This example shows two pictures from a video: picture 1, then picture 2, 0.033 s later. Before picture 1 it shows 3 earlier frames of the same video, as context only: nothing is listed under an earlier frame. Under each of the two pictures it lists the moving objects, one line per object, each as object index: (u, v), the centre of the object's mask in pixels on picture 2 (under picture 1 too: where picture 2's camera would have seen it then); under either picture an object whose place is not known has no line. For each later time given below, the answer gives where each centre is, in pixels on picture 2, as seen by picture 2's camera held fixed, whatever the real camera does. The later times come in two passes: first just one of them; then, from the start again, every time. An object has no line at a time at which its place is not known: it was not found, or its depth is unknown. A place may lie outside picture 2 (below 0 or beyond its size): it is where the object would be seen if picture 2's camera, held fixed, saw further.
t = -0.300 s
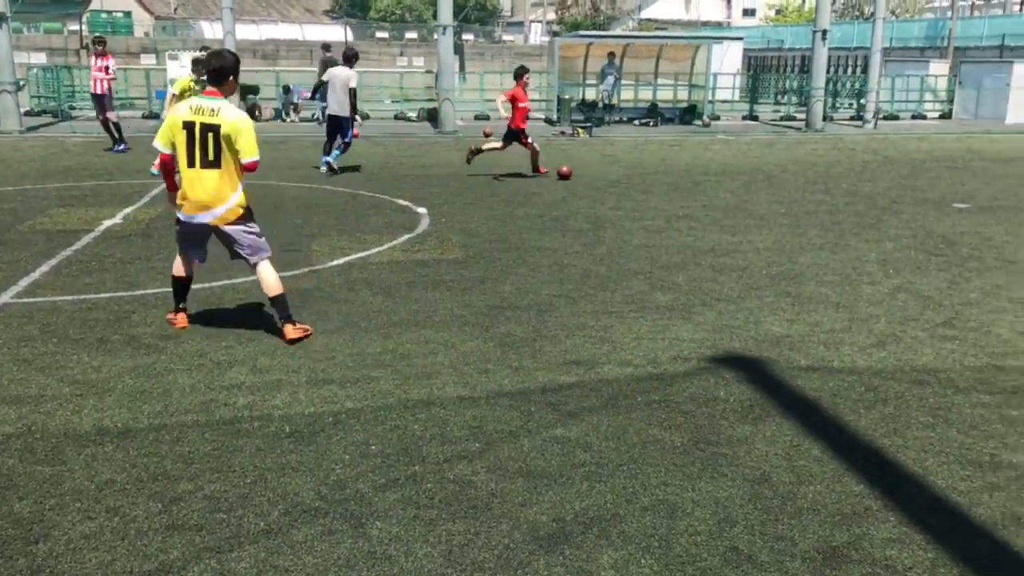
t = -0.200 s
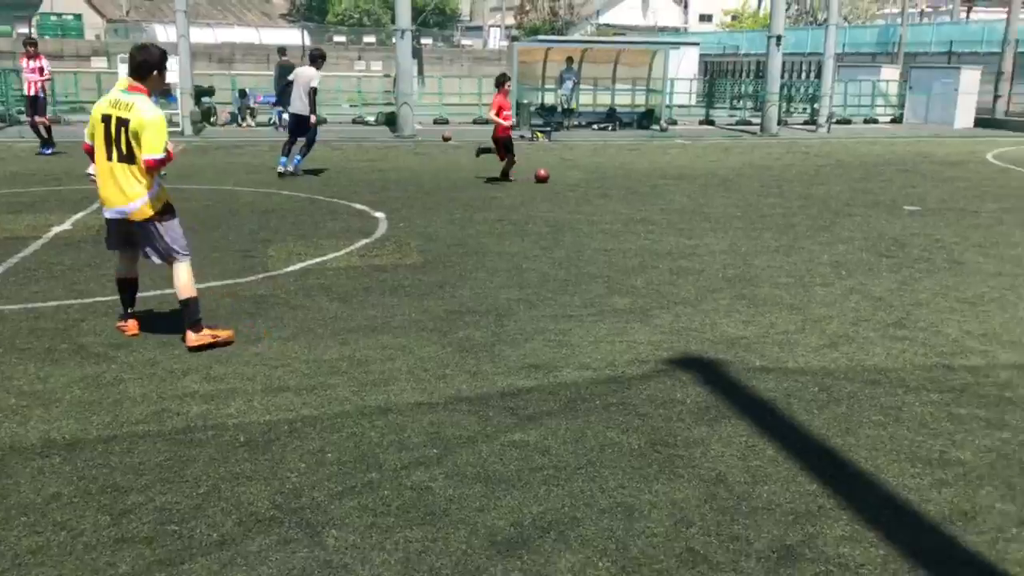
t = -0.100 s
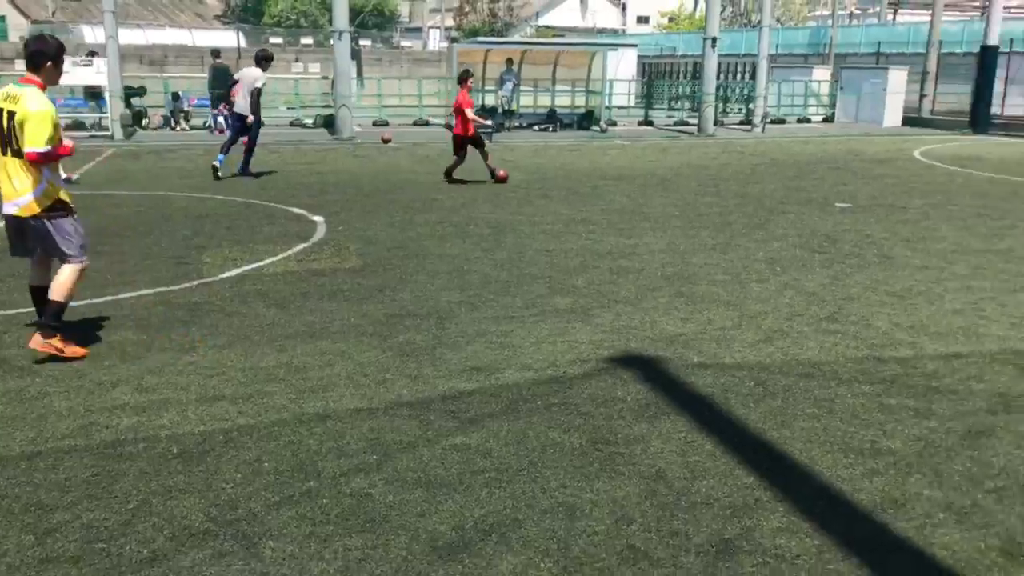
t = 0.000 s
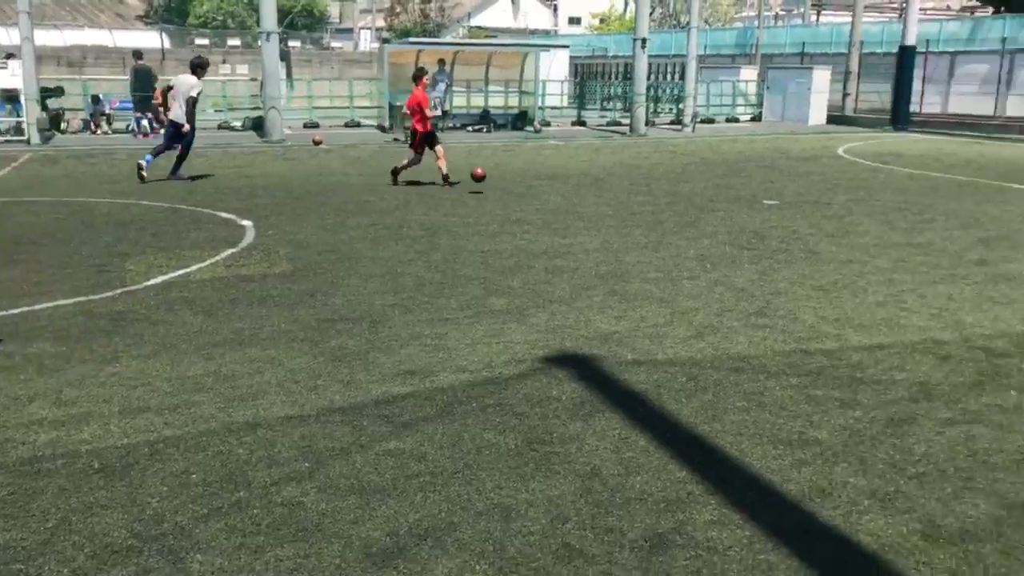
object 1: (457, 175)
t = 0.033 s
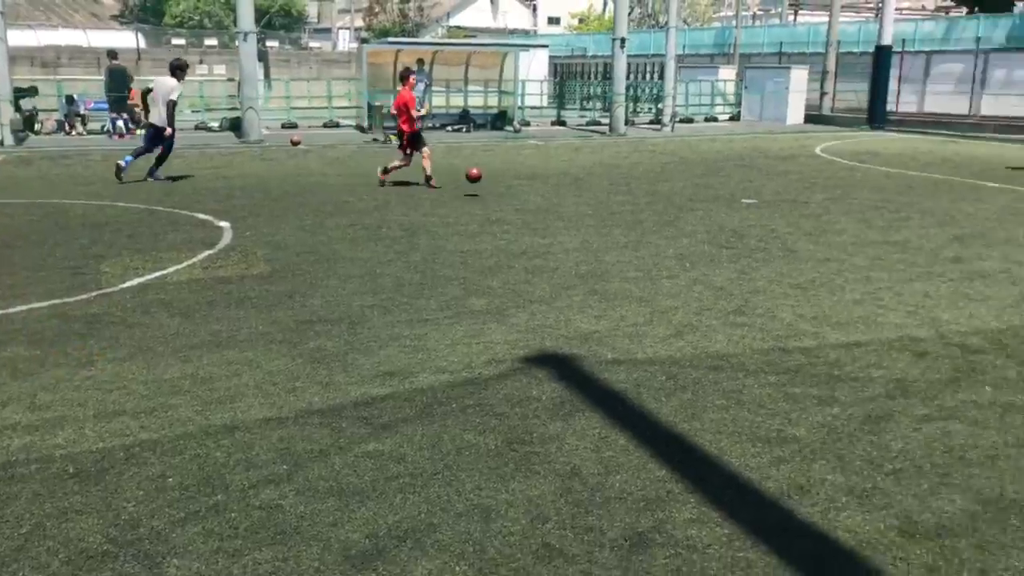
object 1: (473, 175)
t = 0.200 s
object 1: (564, 192)
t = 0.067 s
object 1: (490, 177)
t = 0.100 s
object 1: (507, 179)
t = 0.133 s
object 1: (525, 183)
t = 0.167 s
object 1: (544, 187)
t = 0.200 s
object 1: (564, 192)
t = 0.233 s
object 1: (584, 199)
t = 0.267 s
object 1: (606, 208)
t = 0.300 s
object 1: (629, 217)
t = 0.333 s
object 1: (649, 219)
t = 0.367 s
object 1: (669, 219)
